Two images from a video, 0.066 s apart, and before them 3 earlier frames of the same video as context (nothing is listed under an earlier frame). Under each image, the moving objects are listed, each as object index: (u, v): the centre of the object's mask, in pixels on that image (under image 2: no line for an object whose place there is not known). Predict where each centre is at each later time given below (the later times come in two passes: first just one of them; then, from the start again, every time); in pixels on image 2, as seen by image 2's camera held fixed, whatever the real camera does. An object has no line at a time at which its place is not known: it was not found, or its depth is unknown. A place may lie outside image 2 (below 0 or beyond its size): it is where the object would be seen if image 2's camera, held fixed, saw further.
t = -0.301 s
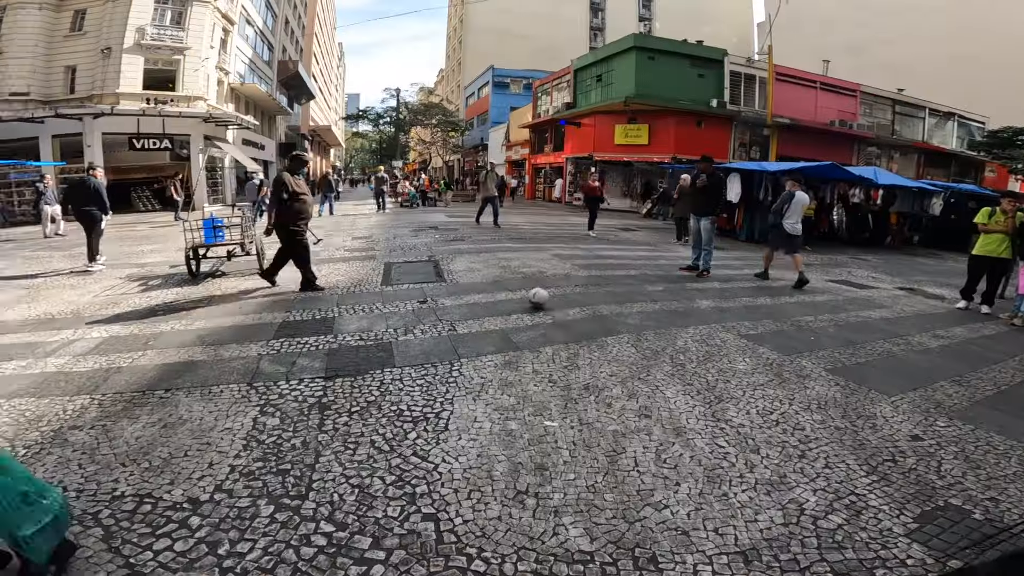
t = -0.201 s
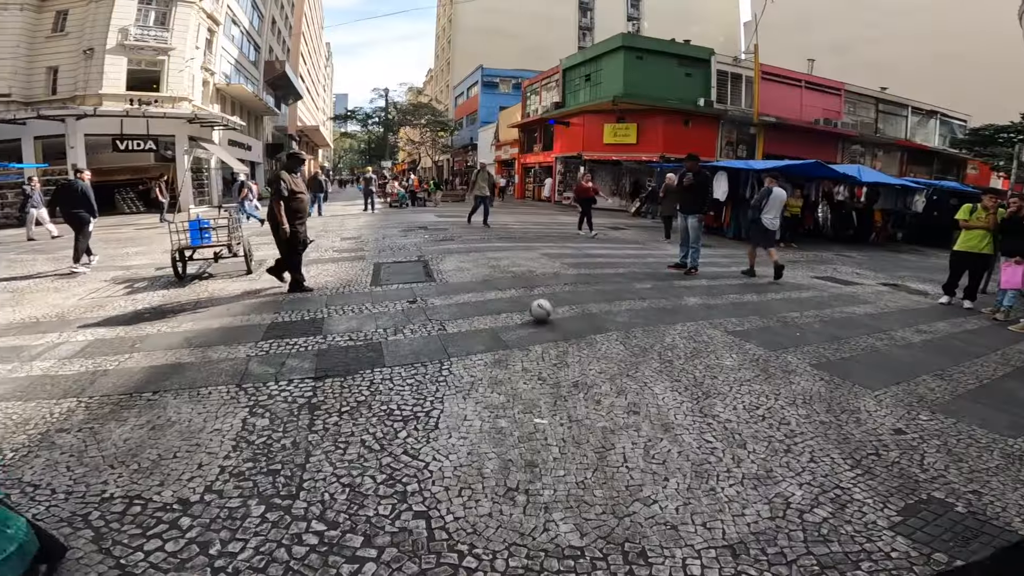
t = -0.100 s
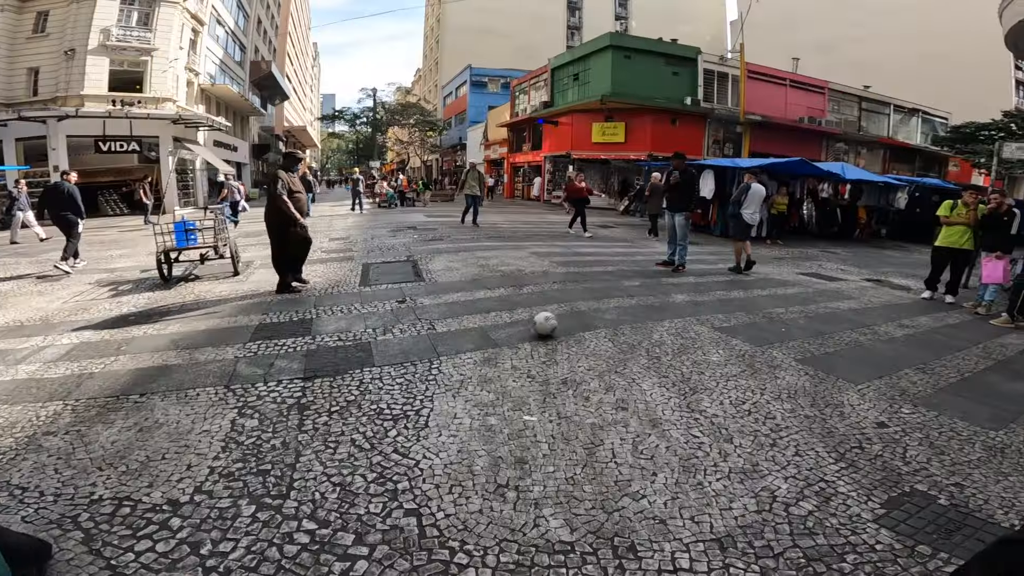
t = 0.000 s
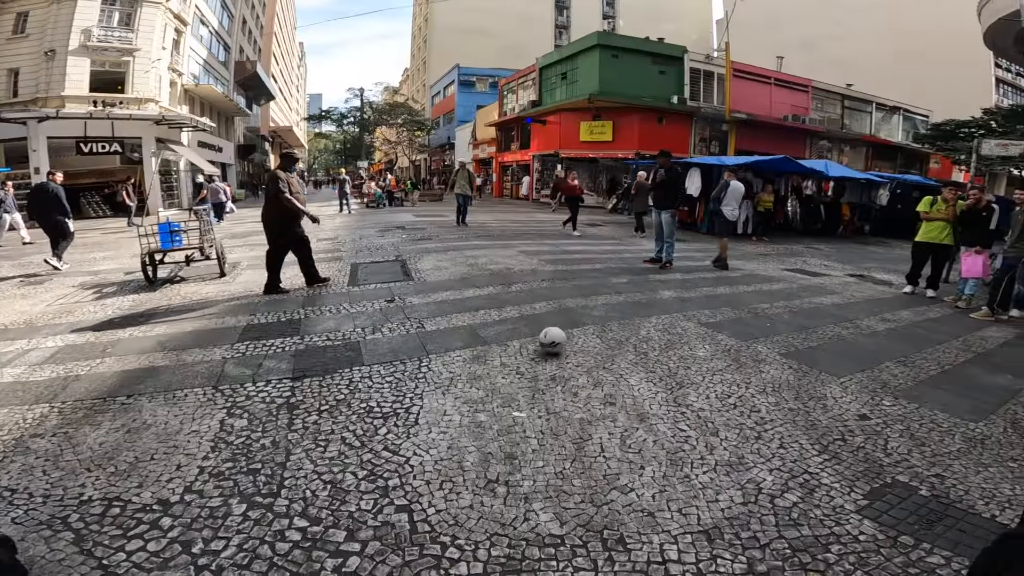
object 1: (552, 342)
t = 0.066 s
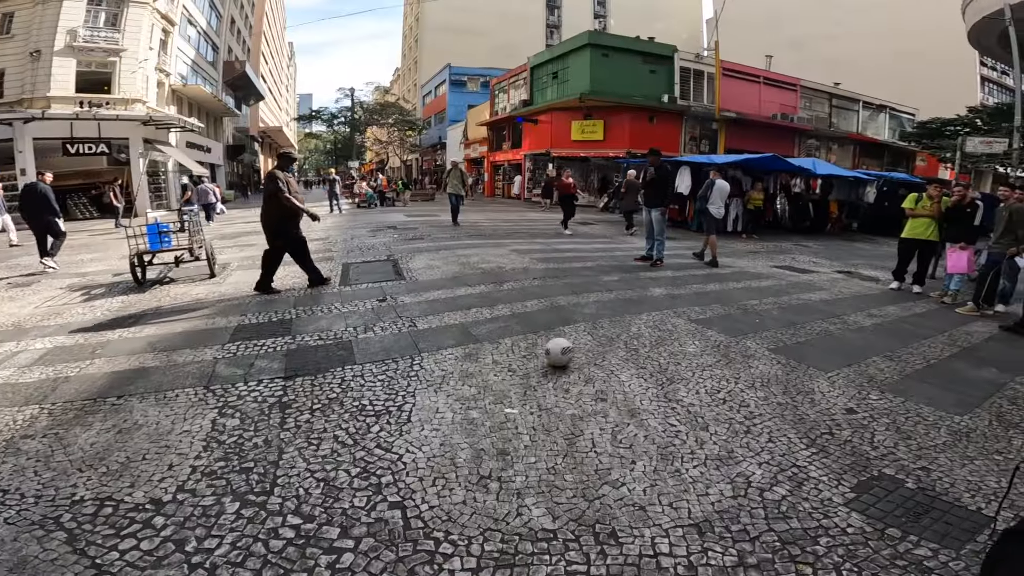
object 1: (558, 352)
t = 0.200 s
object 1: (596, 387)
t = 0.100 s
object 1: (568, 360)
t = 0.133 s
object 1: (576, 368)
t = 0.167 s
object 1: (587, 377)
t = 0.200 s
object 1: (596, 387)
